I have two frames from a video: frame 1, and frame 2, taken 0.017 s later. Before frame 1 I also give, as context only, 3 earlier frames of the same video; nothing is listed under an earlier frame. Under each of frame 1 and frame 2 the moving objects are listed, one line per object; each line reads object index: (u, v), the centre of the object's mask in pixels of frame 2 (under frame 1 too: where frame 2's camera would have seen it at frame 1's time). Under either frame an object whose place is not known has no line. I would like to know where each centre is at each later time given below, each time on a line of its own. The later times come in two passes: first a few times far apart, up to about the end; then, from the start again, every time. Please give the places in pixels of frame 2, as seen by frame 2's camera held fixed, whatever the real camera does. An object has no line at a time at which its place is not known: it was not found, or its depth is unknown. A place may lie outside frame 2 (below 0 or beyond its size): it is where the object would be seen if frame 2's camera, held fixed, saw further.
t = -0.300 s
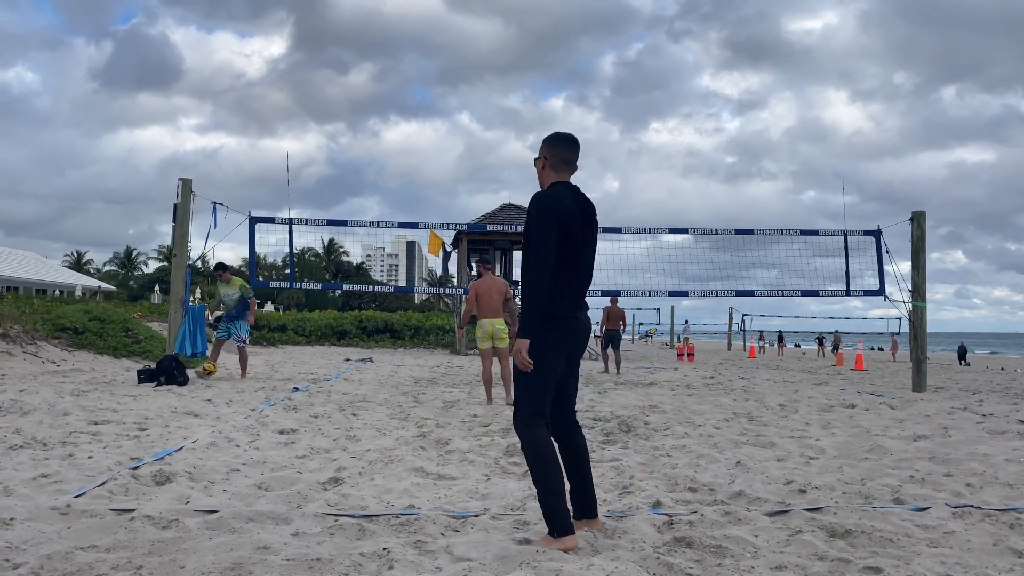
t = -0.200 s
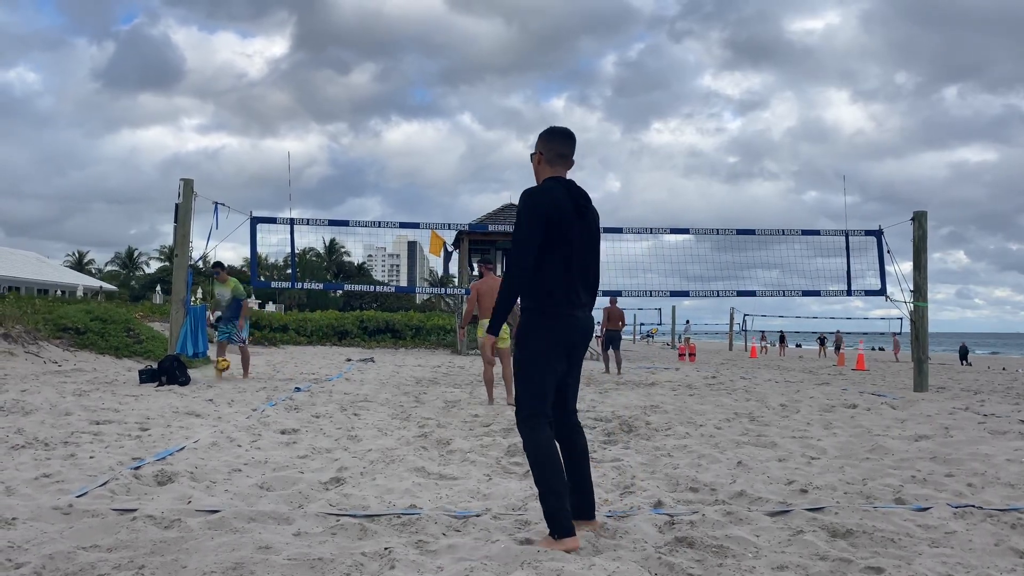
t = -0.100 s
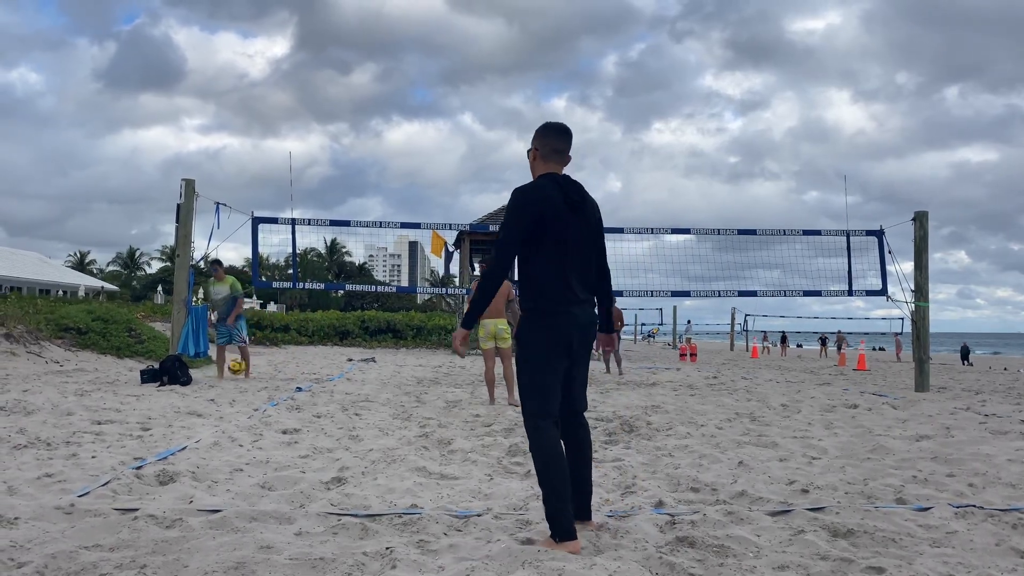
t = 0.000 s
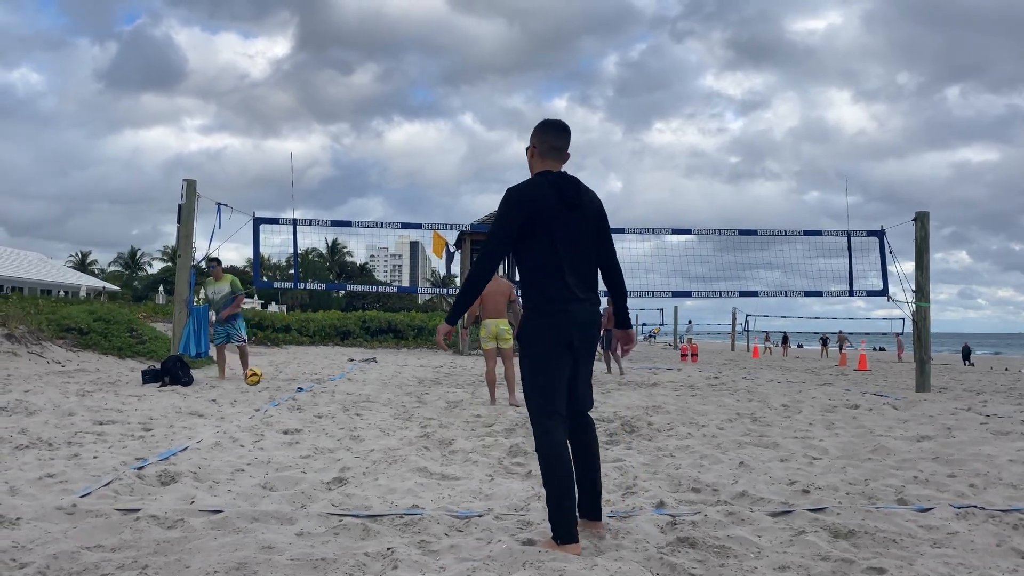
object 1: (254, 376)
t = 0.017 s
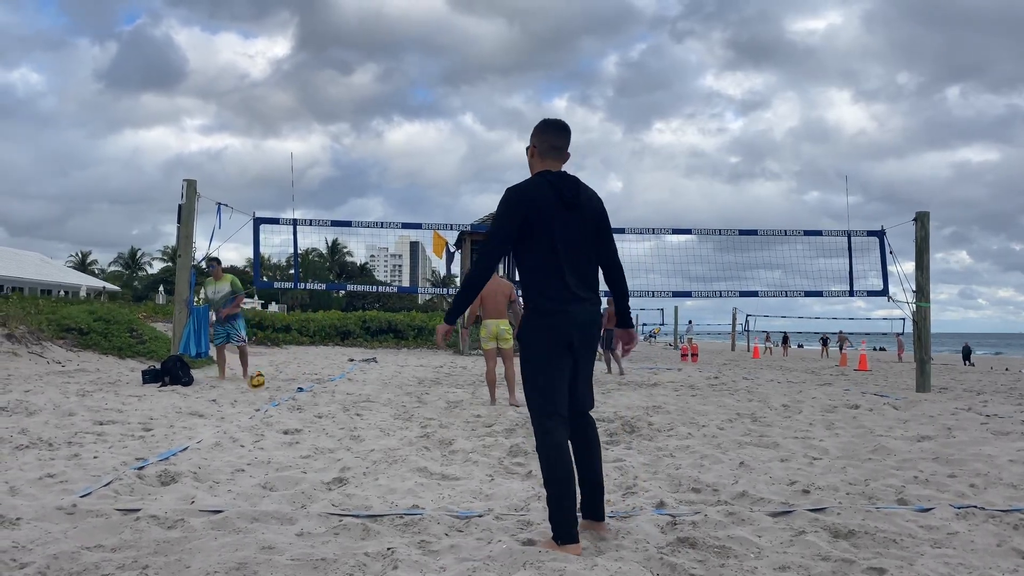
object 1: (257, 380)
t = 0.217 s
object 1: (296, 398)
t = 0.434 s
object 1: (345, 414)
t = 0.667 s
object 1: (388, 422)
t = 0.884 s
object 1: (429, 432)
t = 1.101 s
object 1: (466, 446)
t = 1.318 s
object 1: (490, 449)
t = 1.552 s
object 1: (516, 464)
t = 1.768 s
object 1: (545, 471)
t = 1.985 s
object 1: (561, 476)
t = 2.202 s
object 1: (563, 477)
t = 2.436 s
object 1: (561, 477)
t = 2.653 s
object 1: (562, 478)
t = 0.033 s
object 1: (260, 383)
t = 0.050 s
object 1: (262, 385)
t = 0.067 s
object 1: (264, 389)
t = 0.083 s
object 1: (269, 393)
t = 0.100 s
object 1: (270, 397)
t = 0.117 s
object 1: (274, 397)
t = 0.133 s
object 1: (277, 397)
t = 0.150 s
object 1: (282, 397)
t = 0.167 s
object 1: (285, 396)
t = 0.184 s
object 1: (288, 397)
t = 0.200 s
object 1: (292, 397)
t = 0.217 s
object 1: (296, 398)
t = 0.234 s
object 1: (299, 399)
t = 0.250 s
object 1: (304, 399)
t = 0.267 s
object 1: (308, 402)
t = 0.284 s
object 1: (312, 404)
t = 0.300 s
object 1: (316, 406)
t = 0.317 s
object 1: (321, 409)
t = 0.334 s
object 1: (325, 411)
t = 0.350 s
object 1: (328, 411)
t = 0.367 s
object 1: (331, 412)
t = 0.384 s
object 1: (334, 412)
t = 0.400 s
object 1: (338, 412)
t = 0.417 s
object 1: (342, 414)
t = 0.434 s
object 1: (345, 414)
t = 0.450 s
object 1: (348, 415)
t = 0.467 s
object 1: (351, 415)
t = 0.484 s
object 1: (354, 414)
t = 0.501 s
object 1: (357, 414)
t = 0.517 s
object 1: (360, 415)
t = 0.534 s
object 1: (363, 415)
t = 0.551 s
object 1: (366, 416)
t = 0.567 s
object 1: (369, 418)
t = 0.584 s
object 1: (372, 419)
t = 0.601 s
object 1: (376, 419)
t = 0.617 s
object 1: (378, 420)
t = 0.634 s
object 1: (381, 421)
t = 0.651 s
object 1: (385, 422)
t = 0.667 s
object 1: (388, 422)
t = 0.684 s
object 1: (391, 424)
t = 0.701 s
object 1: (395, 426)
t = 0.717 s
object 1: (397, 427)
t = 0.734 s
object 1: (400, 427)
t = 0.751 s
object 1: (404, 429)
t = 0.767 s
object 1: (407, 429)
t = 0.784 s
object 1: (410, 431)
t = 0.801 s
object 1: (414, 433)
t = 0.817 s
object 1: (416, 434)
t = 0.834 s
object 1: (420, 434)
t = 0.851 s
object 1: (424, 433)
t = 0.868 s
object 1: (426, 432)
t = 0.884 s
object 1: (429, 432)
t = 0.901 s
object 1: (431, 431)
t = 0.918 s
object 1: (435, 430)
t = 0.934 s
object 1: (437, 430)
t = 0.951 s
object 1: (440, 431)
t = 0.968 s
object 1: (443, 432)
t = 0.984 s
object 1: (446, 432)
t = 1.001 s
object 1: (449, 434)
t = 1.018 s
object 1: (452, 435)
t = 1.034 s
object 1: (455, 438)
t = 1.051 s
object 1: (457, 441)
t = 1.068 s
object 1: (461, 445)
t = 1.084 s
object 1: (464, 448)
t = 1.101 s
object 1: (466, 446)
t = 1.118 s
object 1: (469, 446)
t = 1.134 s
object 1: (470, 445)
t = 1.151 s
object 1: (472, 446)
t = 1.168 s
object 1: (475, 447)
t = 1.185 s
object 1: (476, 447)
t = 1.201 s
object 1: (478, 447)
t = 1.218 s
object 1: (480, 449)
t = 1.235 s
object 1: (482, 450)
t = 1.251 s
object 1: (483, 450)
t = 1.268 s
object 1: (485, 449)
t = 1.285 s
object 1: (487, 448)
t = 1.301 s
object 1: (488, 449)
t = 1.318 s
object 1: (490, 449)
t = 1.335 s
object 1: (492, 450)
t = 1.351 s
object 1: (494, 451)
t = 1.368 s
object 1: (495, 452)
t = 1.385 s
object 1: (497, 454)
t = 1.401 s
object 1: (498, 455)
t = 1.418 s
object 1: (500, 455)
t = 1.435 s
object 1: (502, 457)
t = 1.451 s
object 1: (504, 458)
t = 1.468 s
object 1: (506, 459)
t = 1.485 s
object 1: (508, 459)
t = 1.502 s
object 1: (510, 461)
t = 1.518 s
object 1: (512, 462)
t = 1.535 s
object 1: (514, 462)
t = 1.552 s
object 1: (516, 464)
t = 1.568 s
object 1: (518, 463)
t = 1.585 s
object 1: (520, 463)
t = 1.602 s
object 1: (523, 464)
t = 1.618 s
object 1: (525, 464)
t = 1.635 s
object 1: (527, 465)
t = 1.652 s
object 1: (530, 466)
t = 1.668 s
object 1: (533, 466)
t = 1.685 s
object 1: (535, 467)
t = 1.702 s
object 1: (537, 467)
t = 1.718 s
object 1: (539, 467)
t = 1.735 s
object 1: (541, 469)
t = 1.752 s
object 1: (543, 470)
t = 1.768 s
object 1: (545, 471)
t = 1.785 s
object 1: (548, 474)
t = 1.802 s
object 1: (550, 475)
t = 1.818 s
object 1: (551, 475)
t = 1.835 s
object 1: (552, 474)
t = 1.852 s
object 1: (554, 474)
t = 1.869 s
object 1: (555, 474)
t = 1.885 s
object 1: (556, 474)
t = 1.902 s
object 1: (557, 474)
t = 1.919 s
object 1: (558, 474)
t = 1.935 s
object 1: (559, 474)
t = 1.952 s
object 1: (560, 475)
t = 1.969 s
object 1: (561, 475)
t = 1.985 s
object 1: (561, 476)
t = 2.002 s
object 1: (562, 477)
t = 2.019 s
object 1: (563, 478)
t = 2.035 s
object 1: (563, 478)
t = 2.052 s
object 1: (564, 478)
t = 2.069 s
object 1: (564, 477)
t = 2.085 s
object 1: (564, 477)
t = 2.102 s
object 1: (564, 477)
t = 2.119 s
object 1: (564, 477)
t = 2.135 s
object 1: (564, 477)
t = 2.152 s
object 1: (564, 477)
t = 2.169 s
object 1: (564, 477)
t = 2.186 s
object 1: (563, 477)
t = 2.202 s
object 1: (563, 477)
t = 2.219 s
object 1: (563, 477)
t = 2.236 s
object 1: (563, 477)
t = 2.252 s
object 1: (562, 477)
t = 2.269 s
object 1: (562, 477)
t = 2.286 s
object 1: (562, 477)
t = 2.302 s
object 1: (562, 477)
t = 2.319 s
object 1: (562, 477)
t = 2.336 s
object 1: (561, 477)
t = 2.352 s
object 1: (561, 477)
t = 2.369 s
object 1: (561, 477)
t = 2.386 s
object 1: (561, 477)
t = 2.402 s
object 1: (561, 477)
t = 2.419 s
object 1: (560, 477)
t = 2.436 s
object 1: (561, 477)
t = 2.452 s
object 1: (561, 477)
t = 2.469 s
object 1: (561, 478)
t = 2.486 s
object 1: (561, 478)
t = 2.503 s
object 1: (561, 477)
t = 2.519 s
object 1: (561, 477)
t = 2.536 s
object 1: (561, 478)
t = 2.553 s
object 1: (561, 478)
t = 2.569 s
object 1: (561, 478)
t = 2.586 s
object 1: (561, 478)
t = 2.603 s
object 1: (561, 478)
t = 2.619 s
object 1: (562, 478)
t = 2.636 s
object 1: (562, 478)
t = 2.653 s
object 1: (562, 478)
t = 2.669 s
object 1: (563, 479)
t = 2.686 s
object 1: (563, 479)
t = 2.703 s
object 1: (563, 479)
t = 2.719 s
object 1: (563, 479)
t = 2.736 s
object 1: (563, 479)
